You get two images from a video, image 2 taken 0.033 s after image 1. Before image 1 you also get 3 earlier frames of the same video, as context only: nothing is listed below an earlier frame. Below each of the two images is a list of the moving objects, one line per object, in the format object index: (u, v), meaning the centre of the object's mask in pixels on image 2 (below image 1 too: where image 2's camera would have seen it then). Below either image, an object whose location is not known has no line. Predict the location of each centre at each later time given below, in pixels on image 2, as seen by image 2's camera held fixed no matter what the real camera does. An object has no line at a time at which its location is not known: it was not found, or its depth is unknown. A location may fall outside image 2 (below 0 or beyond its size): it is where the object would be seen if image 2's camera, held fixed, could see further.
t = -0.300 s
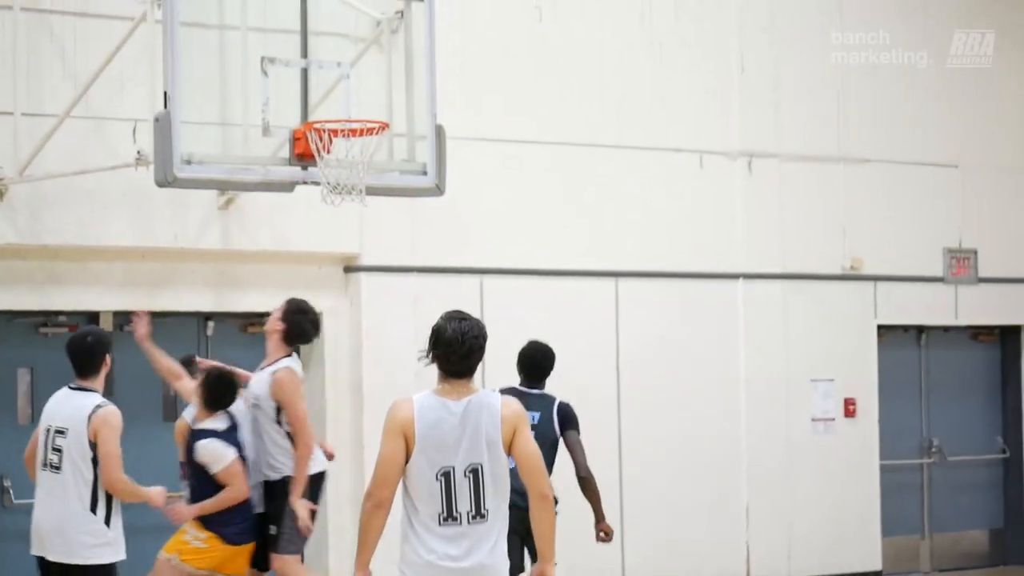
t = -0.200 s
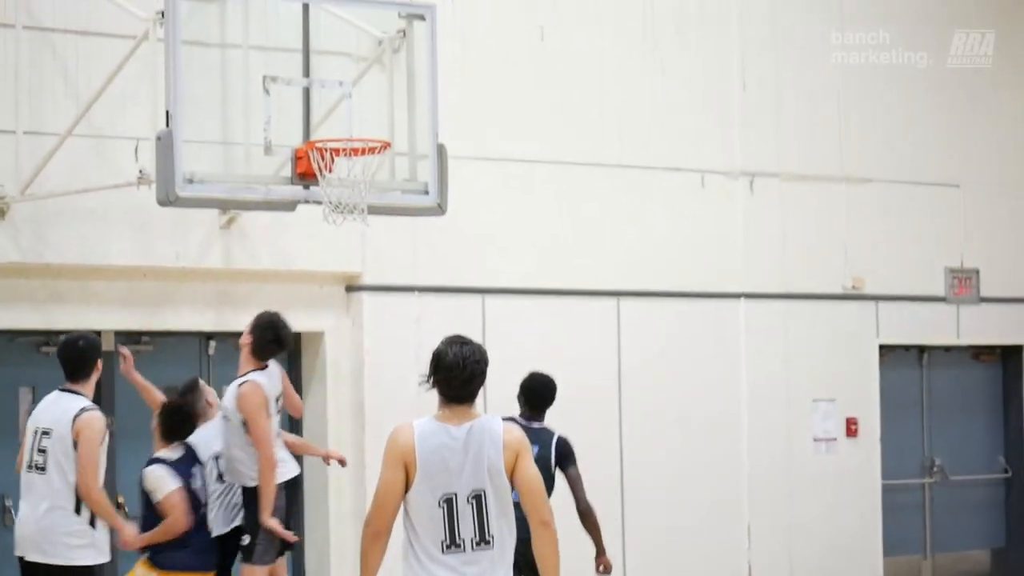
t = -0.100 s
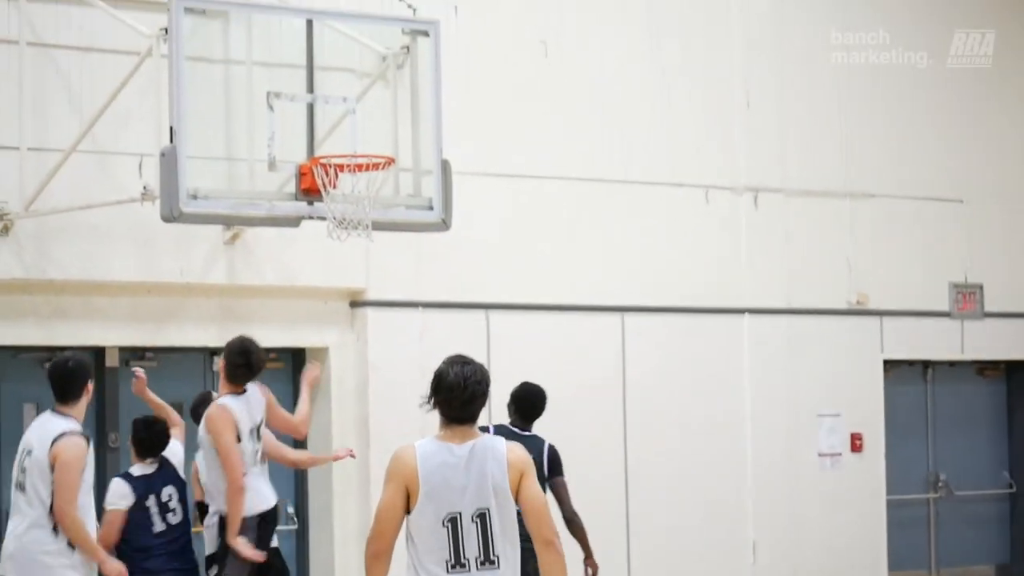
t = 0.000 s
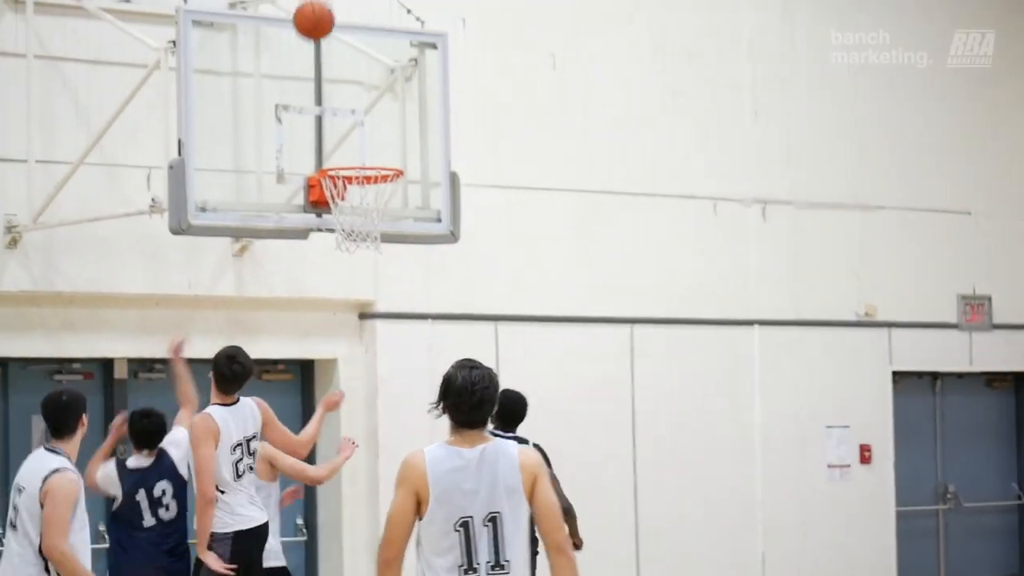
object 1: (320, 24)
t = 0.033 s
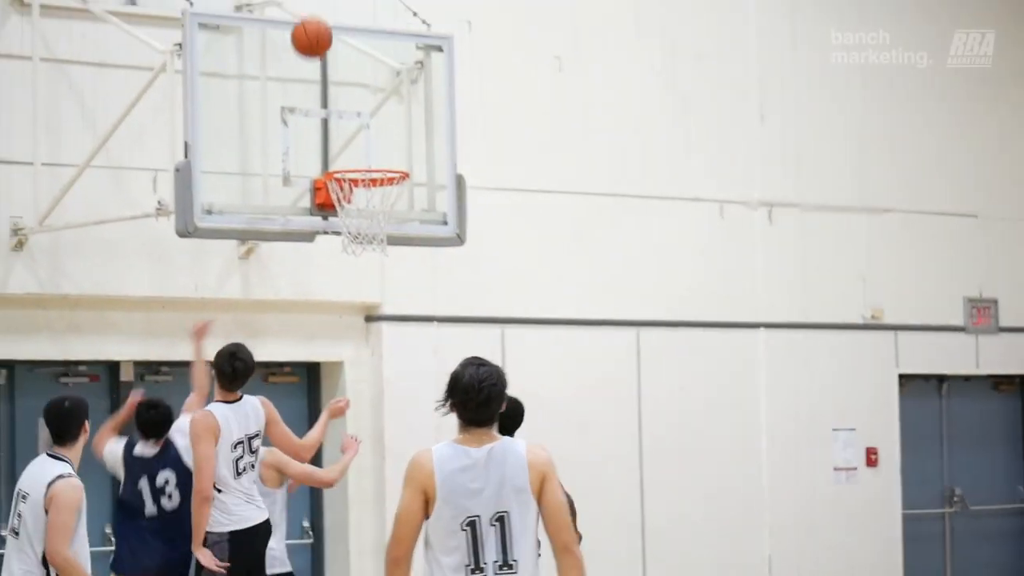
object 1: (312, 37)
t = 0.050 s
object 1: (307, 45)
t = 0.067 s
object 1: (303, 55)
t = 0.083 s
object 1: (299, 64)
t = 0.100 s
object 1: (294, 73)
